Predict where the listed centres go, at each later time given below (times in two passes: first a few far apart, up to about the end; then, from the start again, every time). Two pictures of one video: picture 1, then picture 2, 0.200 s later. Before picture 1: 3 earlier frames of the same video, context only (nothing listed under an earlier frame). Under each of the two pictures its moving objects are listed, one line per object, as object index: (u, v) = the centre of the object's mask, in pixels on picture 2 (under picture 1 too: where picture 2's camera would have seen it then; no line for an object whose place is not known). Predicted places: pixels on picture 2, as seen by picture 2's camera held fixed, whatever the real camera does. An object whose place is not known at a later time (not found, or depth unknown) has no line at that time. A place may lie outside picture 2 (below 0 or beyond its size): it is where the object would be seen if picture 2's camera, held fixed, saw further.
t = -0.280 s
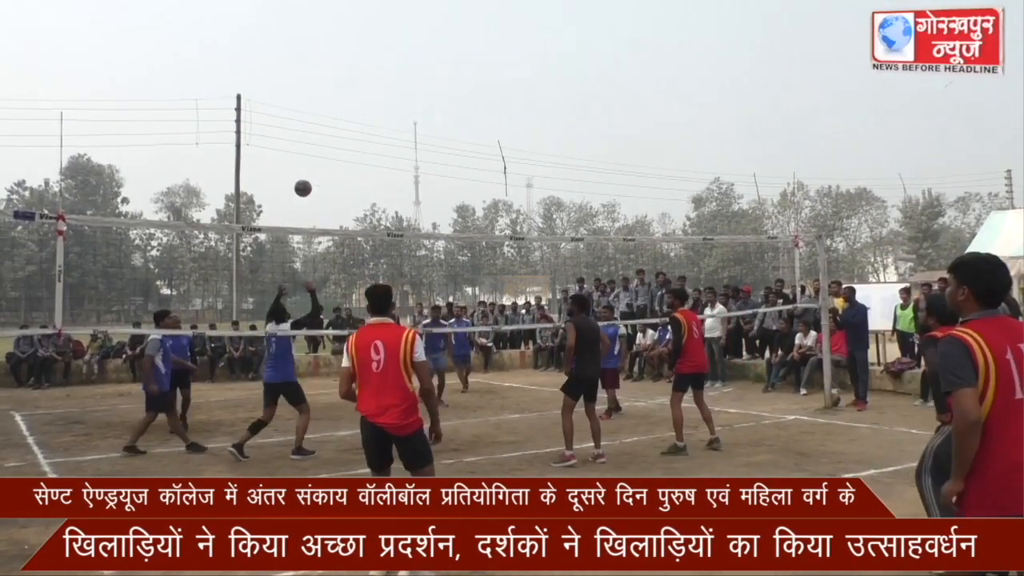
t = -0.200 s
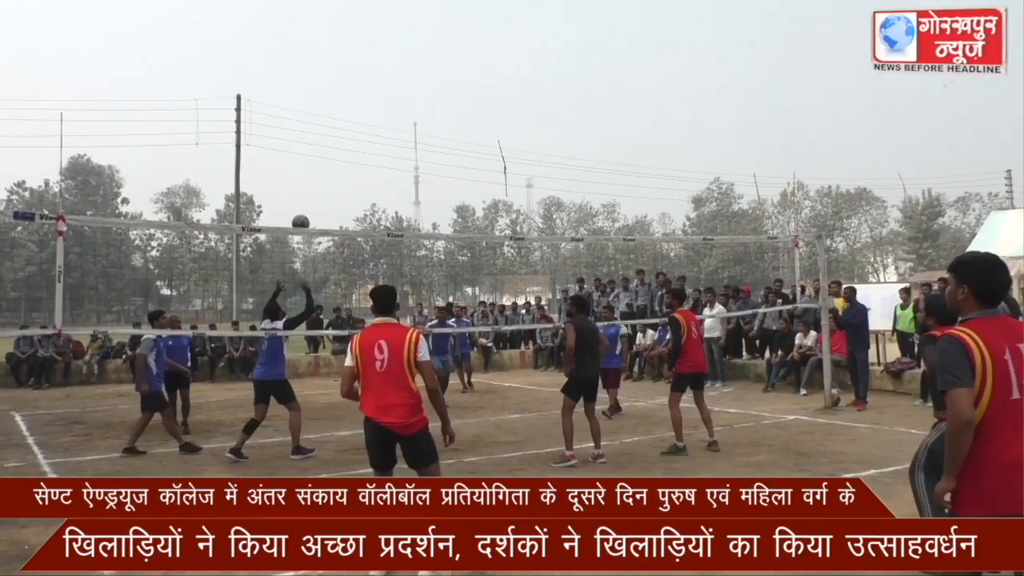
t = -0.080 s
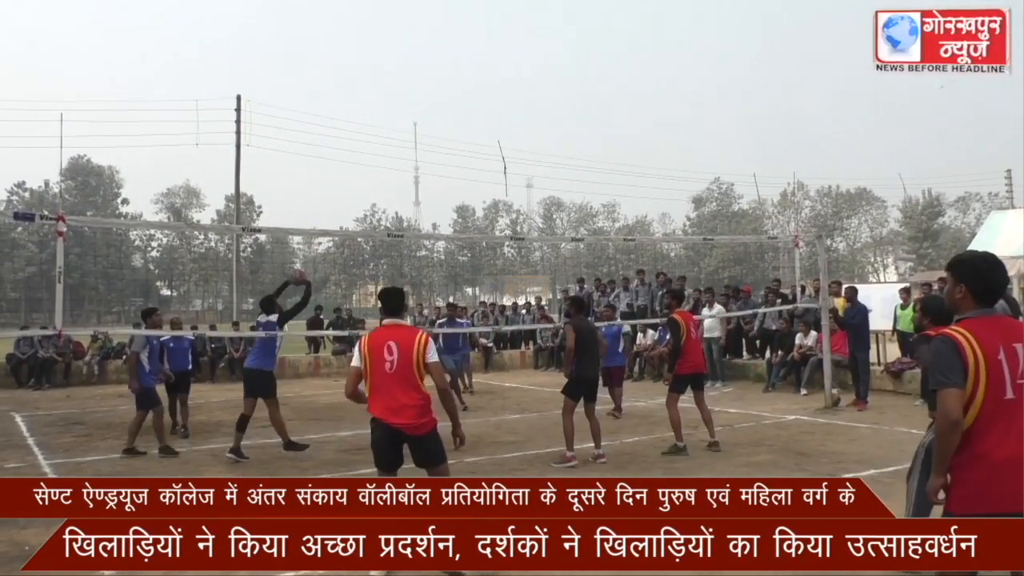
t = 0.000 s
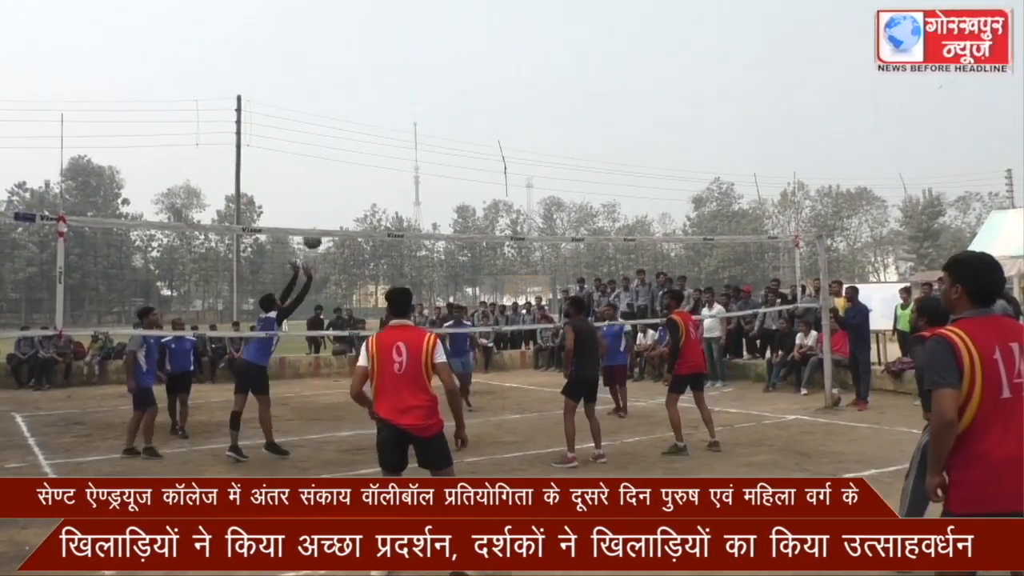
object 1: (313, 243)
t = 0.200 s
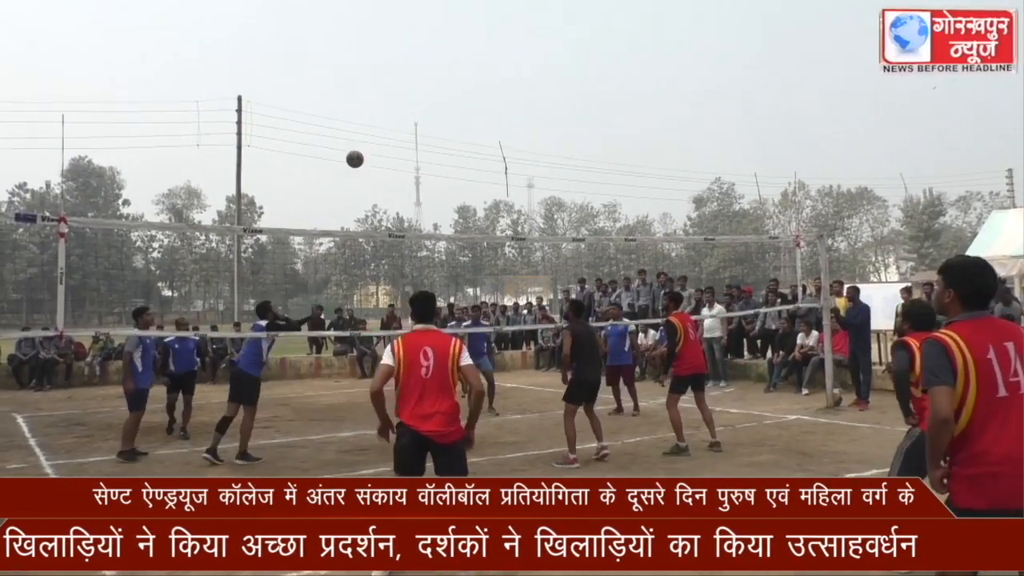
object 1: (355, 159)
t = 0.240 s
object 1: (363, 147)
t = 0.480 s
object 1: (410, 106)
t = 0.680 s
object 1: (448, 107)
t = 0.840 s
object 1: (477, 130)
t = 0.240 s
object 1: (363, 147)
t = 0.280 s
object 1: (371, 137)
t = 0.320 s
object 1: (379, 128)
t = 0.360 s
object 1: (387, 120)
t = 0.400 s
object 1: (395, 114)
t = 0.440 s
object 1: (403, 109)
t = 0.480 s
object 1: (410, 106)
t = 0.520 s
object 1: (418, 103)
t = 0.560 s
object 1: (426, 102)
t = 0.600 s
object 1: (433, 102)
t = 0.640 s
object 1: (441, 104)
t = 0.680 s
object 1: (448, 107)
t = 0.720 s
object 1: (456, 111)
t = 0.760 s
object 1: (463, 116)
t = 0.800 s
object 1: (470, 122)
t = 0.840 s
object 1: (477, 130)
